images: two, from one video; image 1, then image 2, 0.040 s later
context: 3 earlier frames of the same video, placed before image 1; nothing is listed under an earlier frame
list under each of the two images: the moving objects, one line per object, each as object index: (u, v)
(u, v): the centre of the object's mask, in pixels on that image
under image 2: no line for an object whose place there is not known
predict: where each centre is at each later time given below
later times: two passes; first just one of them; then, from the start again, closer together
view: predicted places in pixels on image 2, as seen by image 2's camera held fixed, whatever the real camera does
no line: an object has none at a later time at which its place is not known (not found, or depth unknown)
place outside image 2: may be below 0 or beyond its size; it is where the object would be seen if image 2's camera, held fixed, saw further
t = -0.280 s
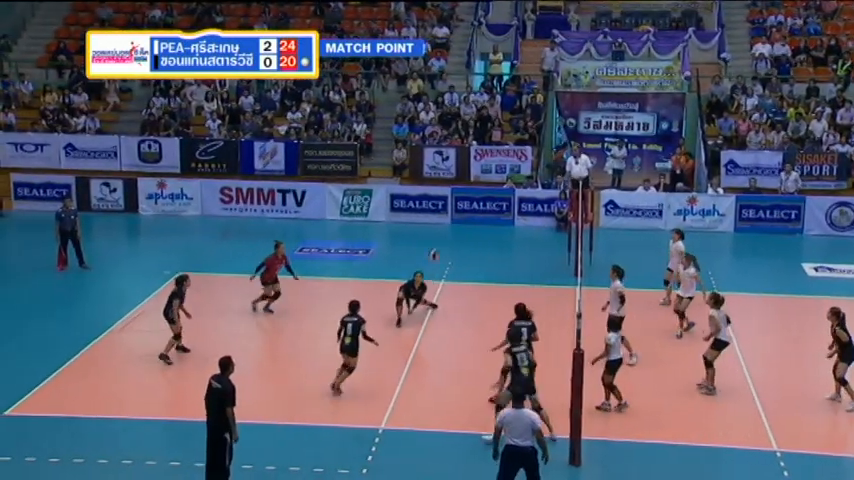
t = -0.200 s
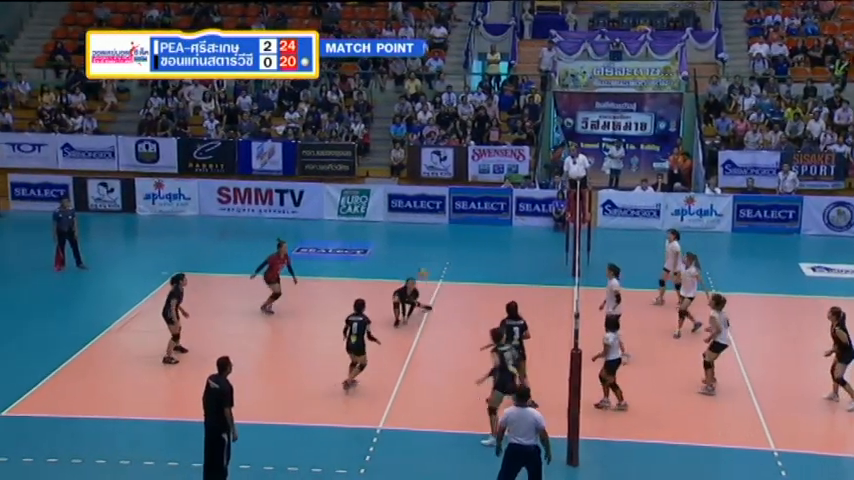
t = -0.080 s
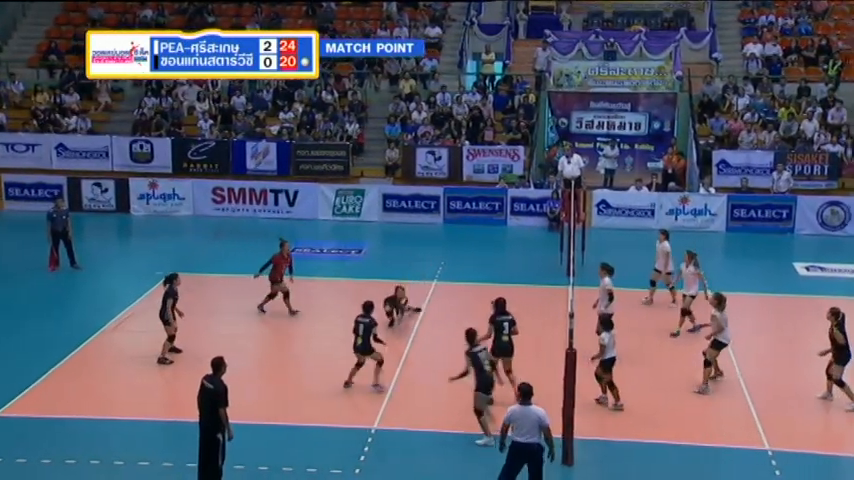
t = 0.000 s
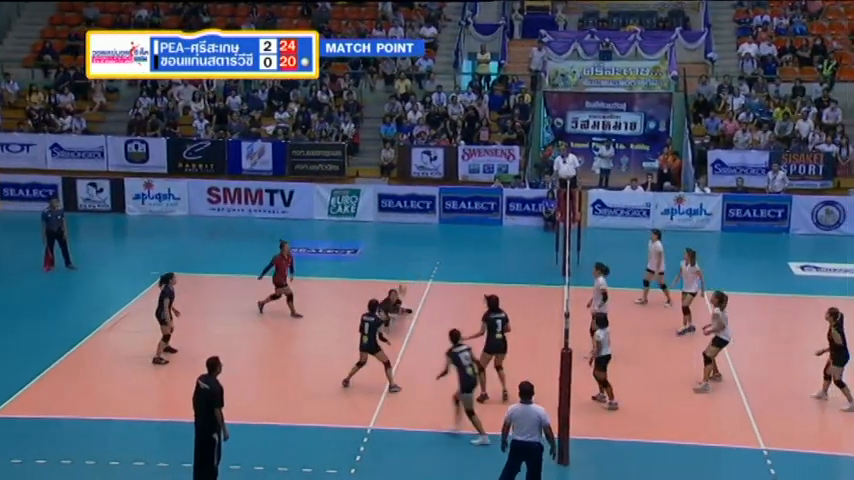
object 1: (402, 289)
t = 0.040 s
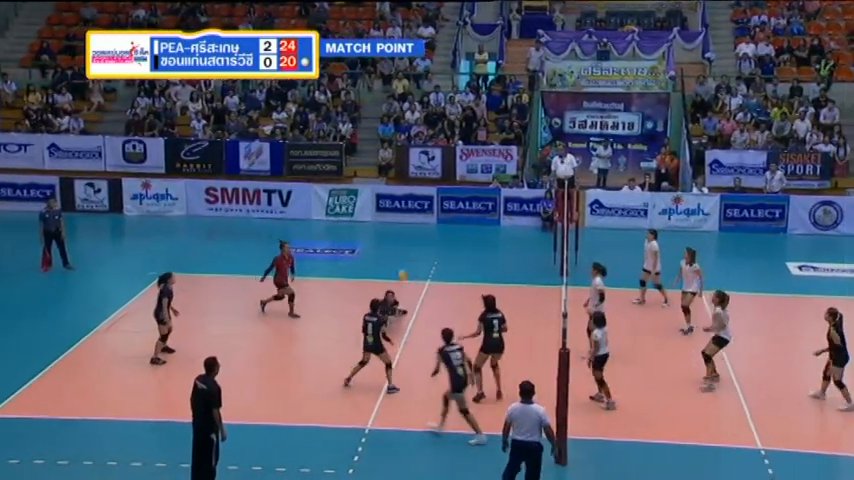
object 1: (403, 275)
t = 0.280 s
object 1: (420, 212)
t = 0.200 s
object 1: (414, 232)
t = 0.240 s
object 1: (418, 220)
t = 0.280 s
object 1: (420, 212)
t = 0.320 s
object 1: (424, 205)
